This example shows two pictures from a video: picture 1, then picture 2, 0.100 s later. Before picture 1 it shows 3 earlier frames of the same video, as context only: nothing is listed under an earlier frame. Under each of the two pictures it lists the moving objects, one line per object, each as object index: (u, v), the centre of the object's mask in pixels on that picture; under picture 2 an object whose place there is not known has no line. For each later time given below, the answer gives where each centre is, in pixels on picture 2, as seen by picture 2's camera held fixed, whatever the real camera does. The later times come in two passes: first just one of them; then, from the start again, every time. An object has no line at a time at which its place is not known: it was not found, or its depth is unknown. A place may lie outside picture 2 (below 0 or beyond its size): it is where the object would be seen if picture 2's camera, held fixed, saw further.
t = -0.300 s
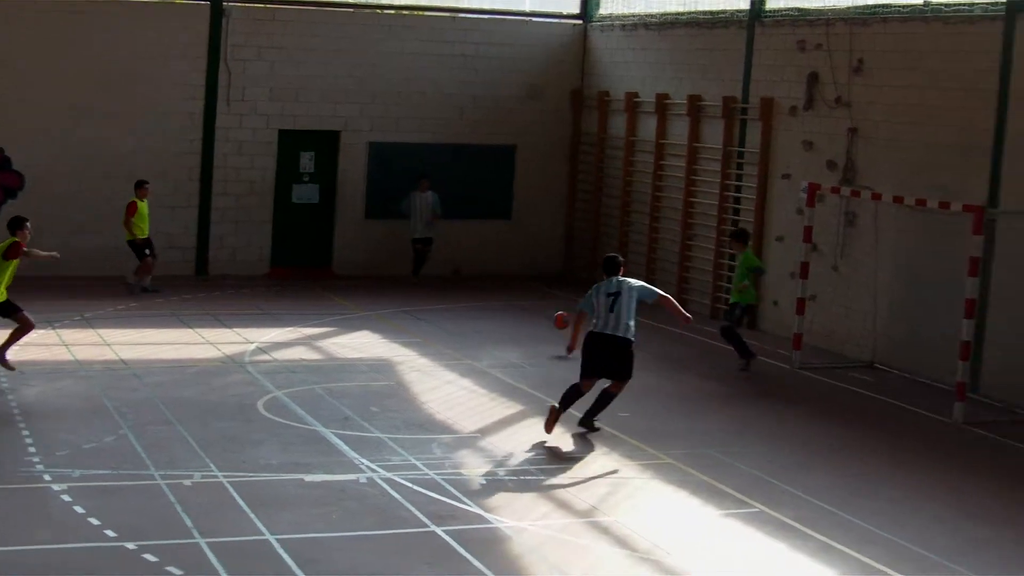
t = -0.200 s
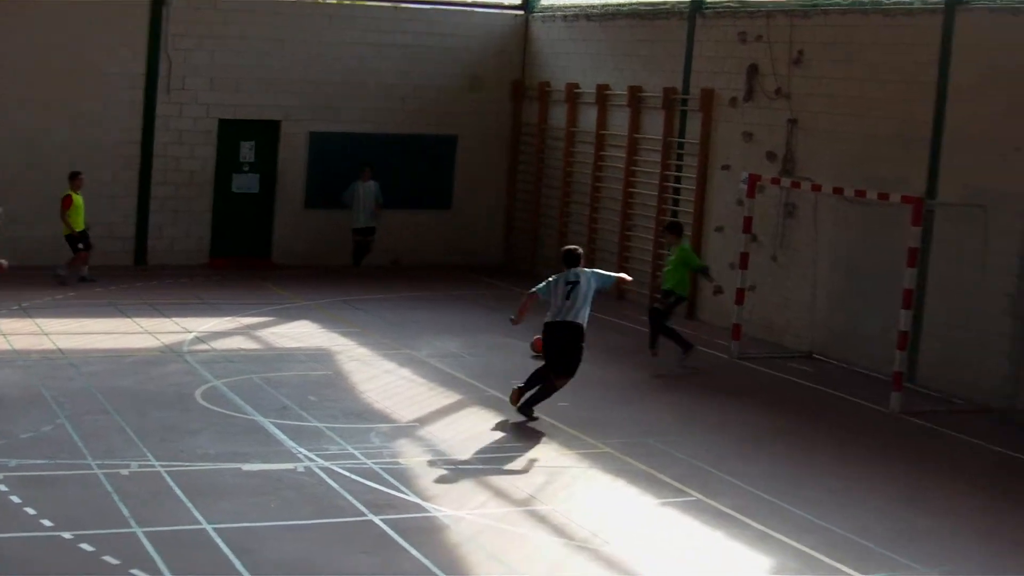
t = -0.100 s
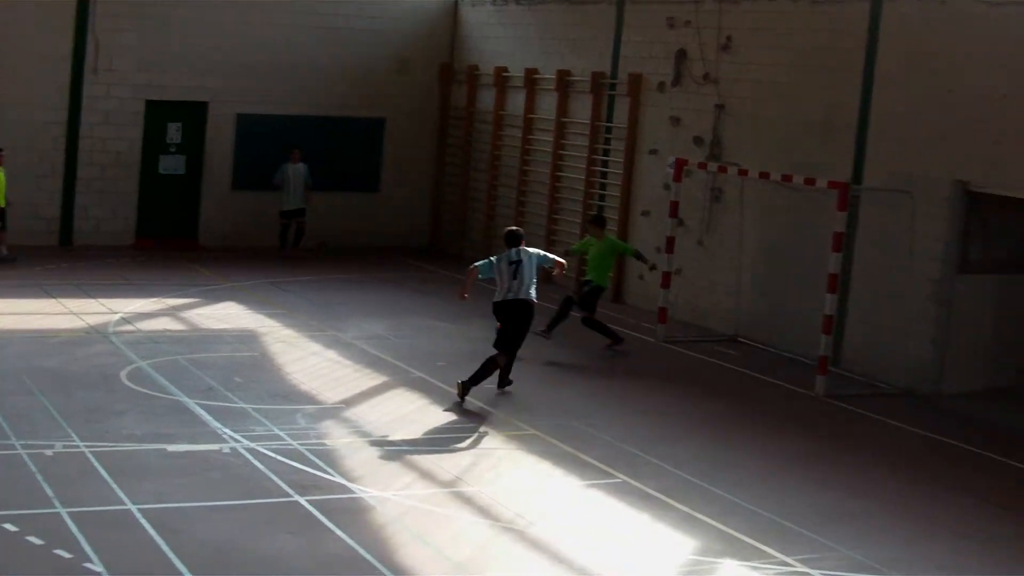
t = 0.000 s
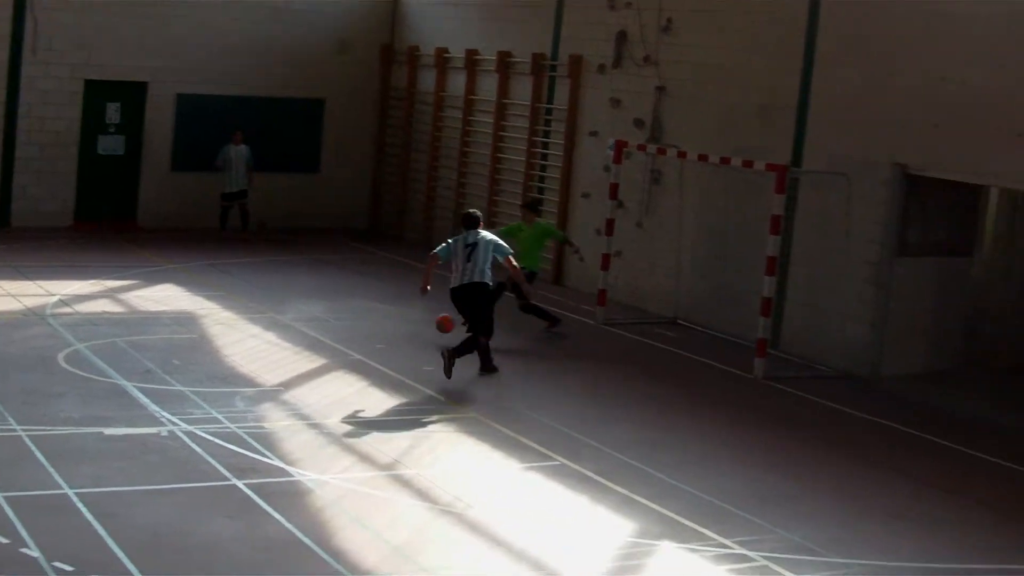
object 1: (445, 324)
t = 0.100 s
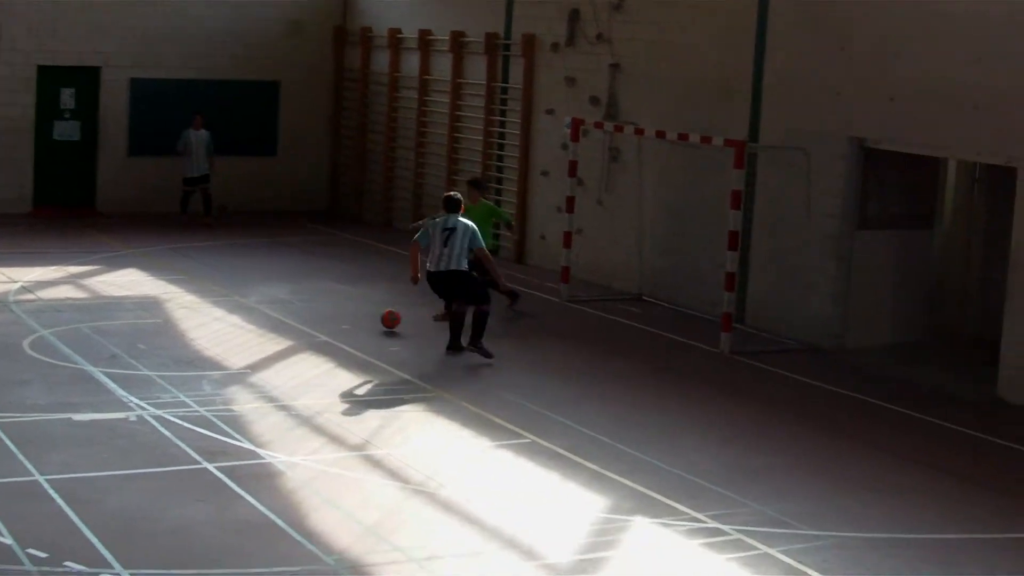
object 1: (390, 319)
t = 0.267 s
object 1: (359, 329)
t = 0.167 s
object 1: (378, 319)
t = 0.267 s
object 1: (359, 329)
